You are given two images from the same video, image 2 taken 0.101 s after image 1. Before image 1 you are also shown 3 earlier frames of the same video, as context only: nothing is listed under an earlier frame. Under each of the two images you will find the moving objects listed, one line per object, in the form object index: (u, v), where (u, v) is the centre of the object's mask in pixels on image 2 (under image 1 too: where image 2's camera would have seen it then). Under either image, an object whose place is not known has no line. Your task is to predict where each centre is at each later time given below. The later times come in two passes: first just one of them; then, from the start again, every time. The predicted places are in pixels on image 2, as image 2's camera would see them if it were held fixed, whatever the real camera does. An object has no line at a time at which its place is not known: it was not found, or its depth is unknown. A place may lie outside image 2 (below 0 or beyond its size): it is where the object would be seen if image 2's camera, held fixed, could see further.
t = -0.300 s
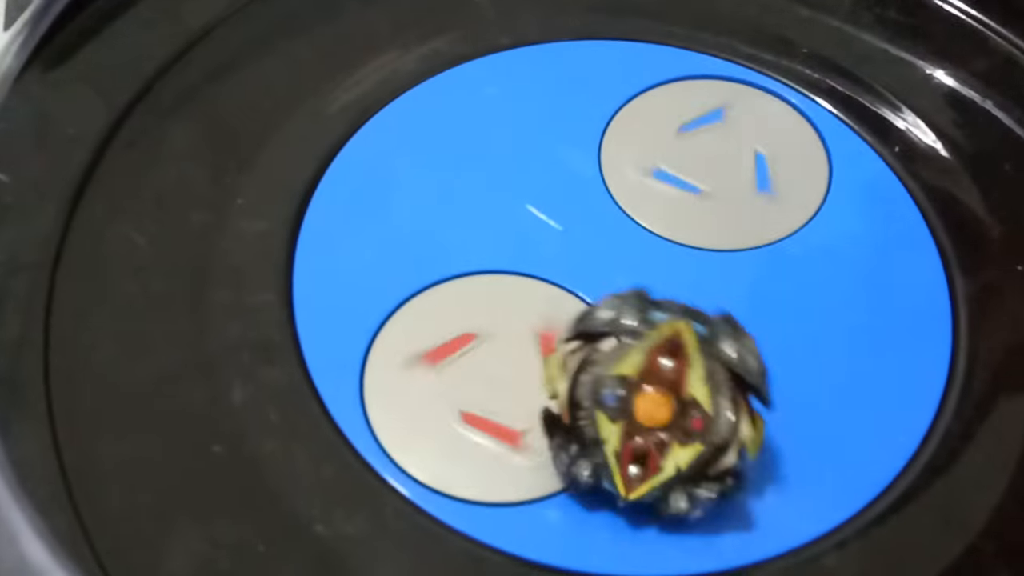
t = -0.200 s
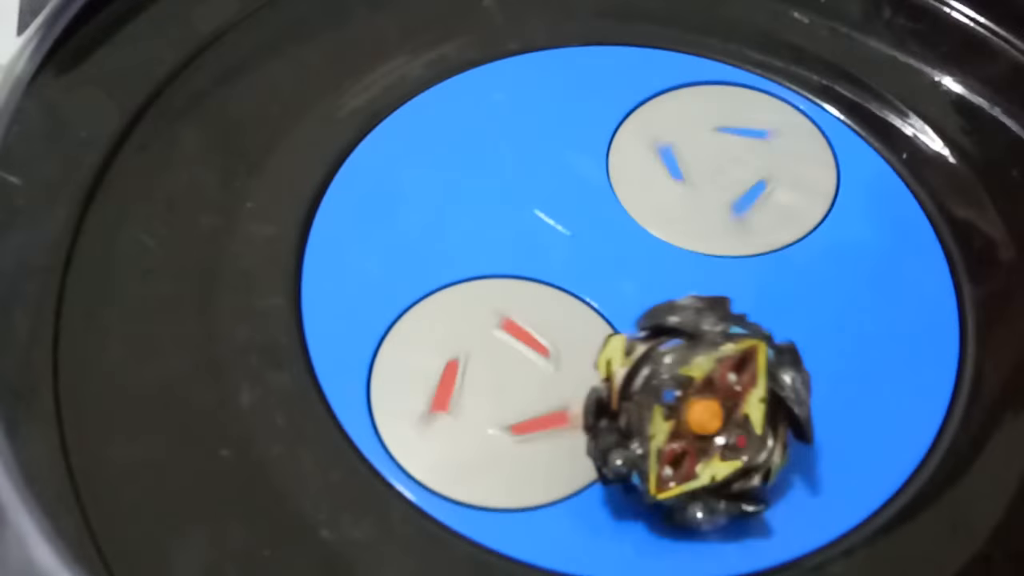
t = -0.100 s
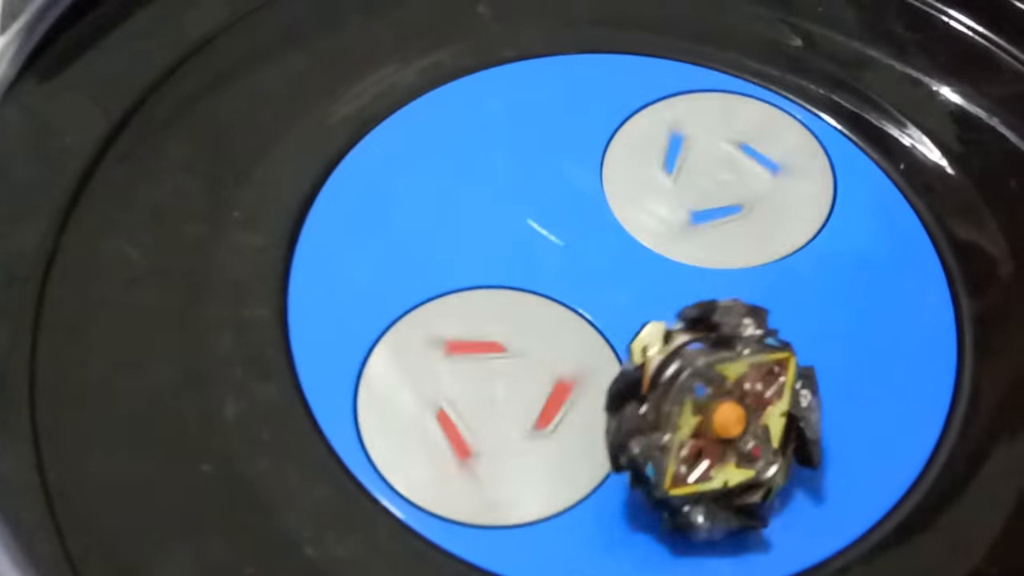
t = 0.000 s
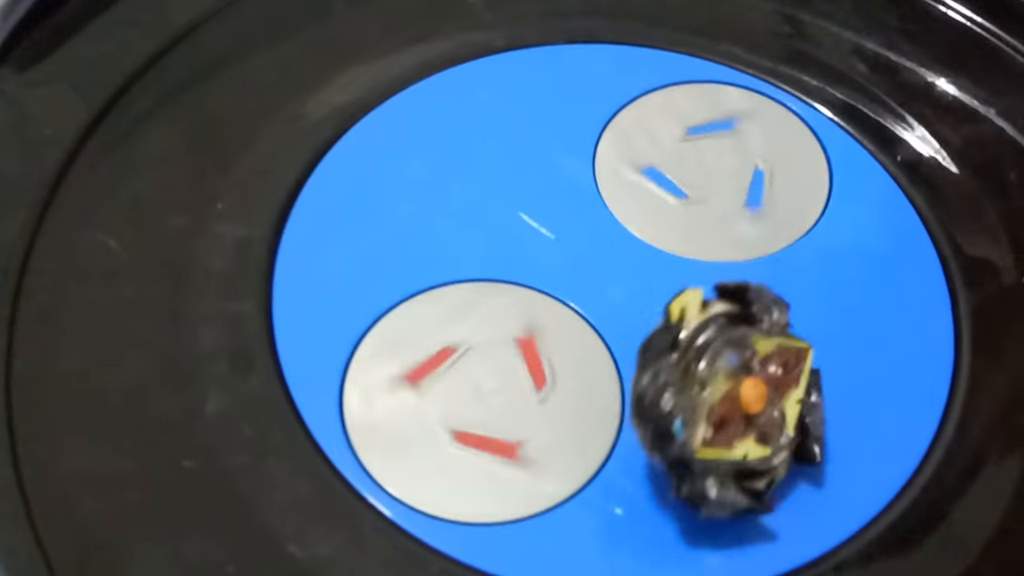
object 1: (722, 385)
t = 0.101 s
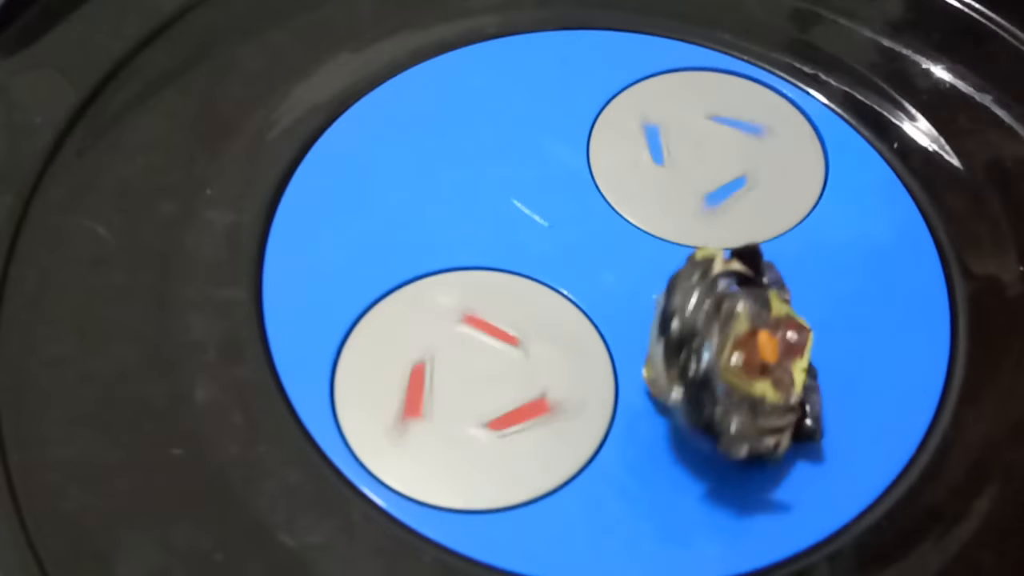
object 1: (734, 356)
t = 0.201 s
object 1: (727, 326)
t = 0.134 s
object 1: (735, 345)
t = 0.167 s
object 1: (732, 336)
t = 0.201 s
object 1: (727, 326)
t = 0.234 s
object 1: (721, 316)
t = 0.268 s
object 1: (713, 305)
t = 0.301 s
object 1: (703, 297)
